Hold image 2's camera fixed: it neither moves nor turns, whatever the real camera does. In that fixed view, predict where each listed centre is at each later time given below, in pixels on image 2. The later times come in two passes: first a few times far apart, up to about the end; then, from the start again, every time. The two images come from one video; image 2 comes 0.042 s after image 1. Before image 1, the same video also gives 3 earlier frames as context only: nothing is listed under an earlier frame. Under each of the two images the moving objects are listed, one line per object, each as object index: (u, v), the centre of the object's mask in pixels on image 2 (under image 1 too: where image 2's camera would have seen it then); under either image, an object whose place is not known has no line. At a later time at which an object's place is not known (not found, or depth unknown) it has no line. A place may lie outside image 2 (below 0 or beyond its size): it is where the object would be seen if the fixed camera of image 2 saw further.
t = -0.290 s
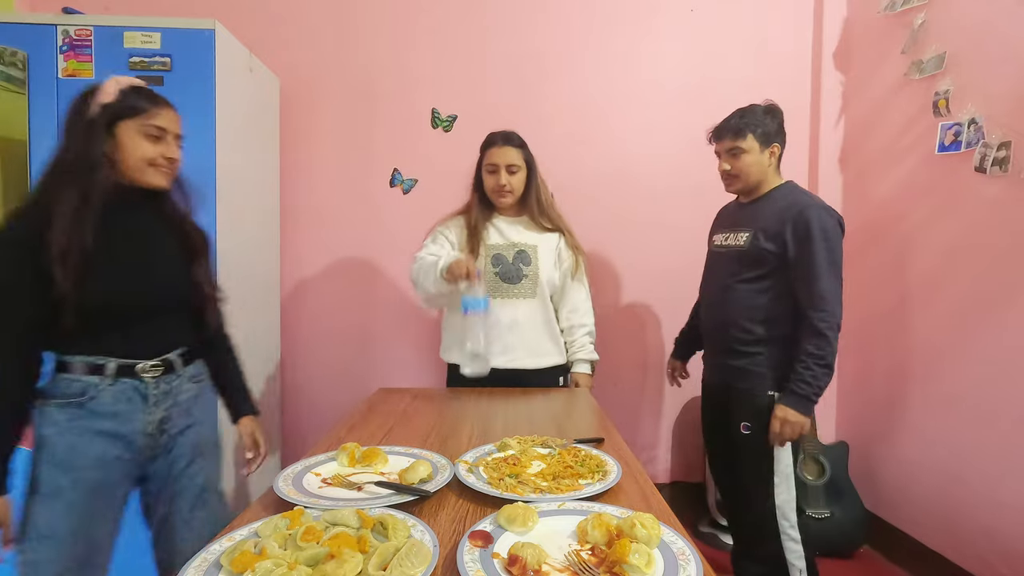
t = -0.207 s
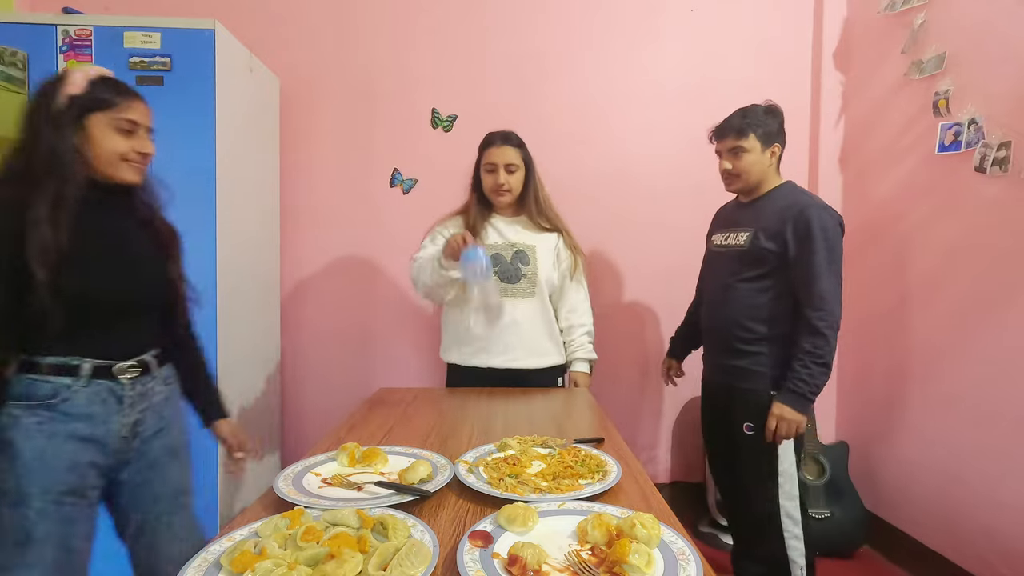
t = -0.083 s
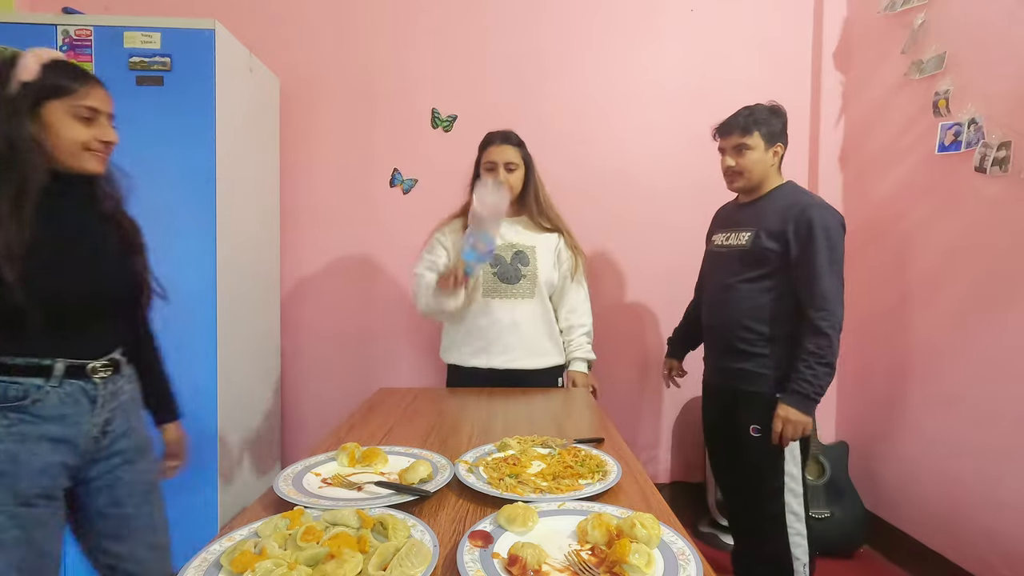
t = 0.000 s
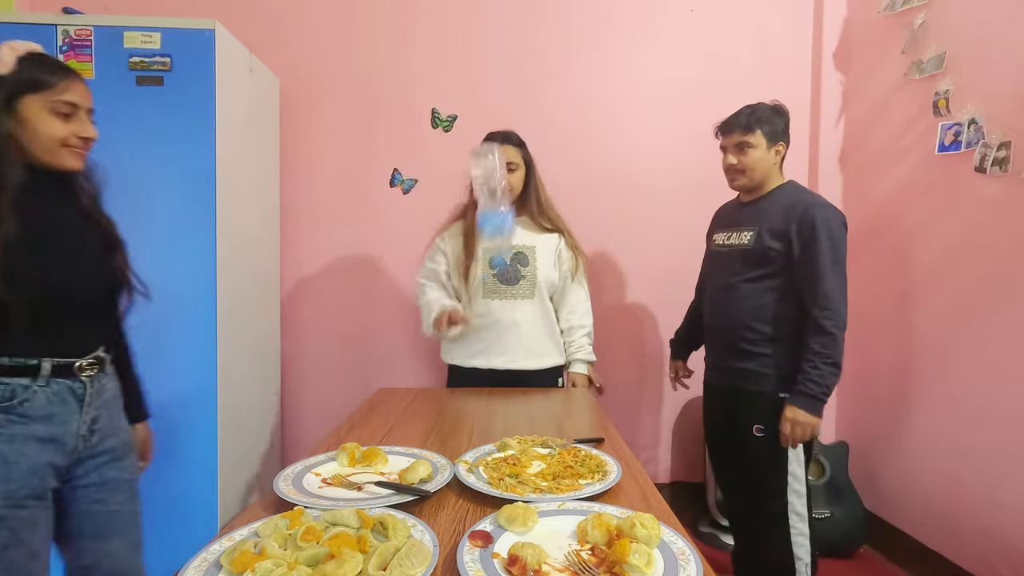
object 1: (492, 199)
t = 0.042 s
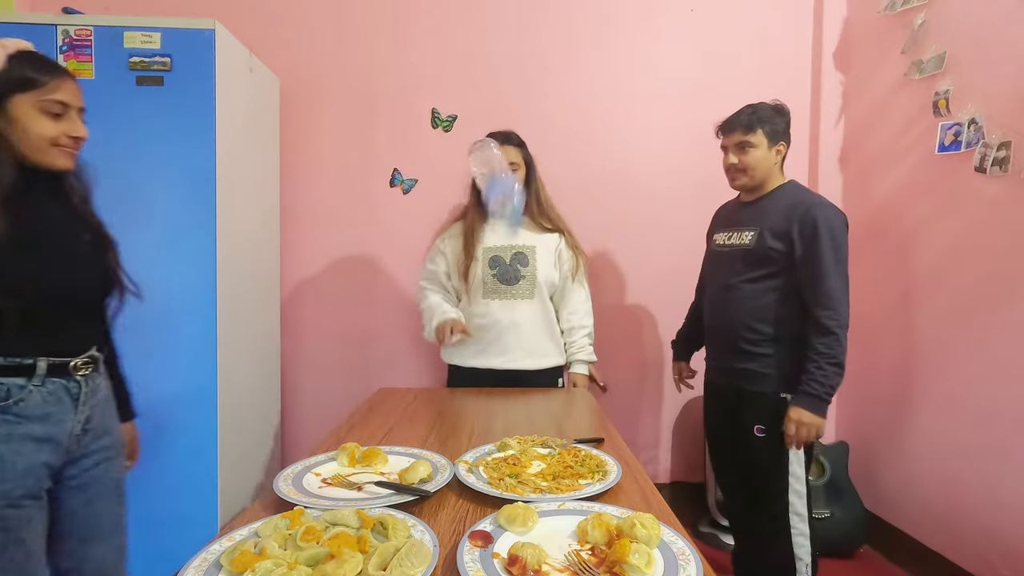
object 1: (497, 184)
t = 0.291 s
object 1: (481, 263)
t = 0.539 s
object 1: (464, 409)
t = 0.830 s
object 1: (452, 410)
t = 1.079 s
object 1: (454, 410)
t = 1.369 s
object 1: (464, 409)
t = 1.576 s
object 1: (468, 409)
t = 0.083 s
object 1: (499, 169)
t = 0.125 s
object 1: (496, 163)
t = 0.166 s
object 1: (493, 170)
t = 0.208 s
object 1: (489, 185)
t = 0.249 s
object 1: (485, 217)
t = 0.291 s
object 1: (481, 263)
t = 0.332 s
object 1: (478, 320)
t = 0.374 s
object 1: (475, 375)
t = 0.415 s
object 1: (470, 385)
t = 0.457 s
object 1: (470, 397)
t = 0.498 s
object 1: (468, 408)
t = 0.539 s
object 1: (464, 409)
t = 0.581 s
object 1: (461, 410)
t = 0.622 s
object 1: (459, 410)
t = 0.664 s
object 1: (458, 410)
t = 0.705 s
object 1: (457, 410)
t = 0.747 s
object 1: (456, 410)
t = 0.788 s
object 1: (453, 410)
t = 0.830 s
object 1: (452, 410)
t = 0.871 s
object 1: (452, 410)
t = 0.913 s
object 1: (452, 410)
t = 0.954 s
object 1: (452, 410)
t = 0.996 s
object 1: (452, 410)
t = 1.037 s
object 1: (453, 410)
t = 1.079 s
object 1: (454, 410)
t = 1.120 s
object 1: (455, 410)
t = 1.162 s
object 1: (457, 410)
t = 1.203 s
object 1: (458, 410)
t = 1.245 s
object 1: (461, 409)
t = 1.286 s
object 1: (462, 409)
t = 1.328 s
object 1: (463, 409)
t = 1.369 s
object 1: (464, 409)
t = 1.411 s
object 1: (466, 409)
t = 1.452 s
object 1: (468, 408)
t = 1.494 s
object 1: (468, 408)
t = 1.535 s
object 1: (469, 409)
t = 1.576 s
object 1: (468, 409)
